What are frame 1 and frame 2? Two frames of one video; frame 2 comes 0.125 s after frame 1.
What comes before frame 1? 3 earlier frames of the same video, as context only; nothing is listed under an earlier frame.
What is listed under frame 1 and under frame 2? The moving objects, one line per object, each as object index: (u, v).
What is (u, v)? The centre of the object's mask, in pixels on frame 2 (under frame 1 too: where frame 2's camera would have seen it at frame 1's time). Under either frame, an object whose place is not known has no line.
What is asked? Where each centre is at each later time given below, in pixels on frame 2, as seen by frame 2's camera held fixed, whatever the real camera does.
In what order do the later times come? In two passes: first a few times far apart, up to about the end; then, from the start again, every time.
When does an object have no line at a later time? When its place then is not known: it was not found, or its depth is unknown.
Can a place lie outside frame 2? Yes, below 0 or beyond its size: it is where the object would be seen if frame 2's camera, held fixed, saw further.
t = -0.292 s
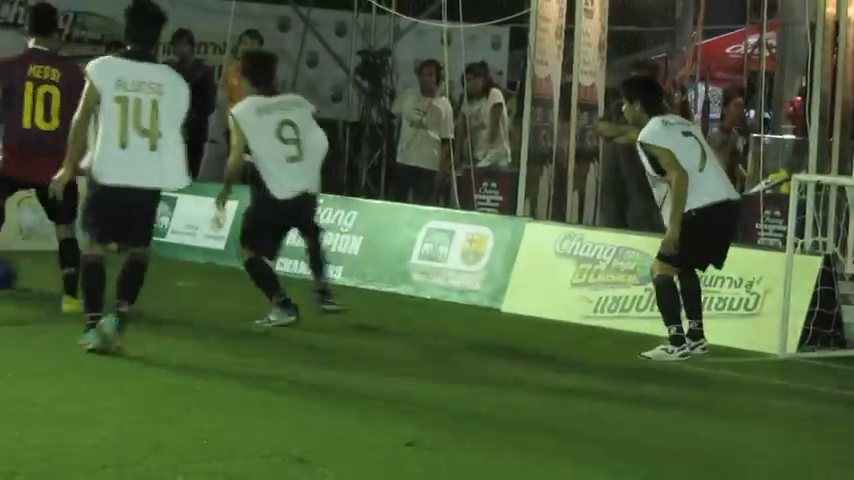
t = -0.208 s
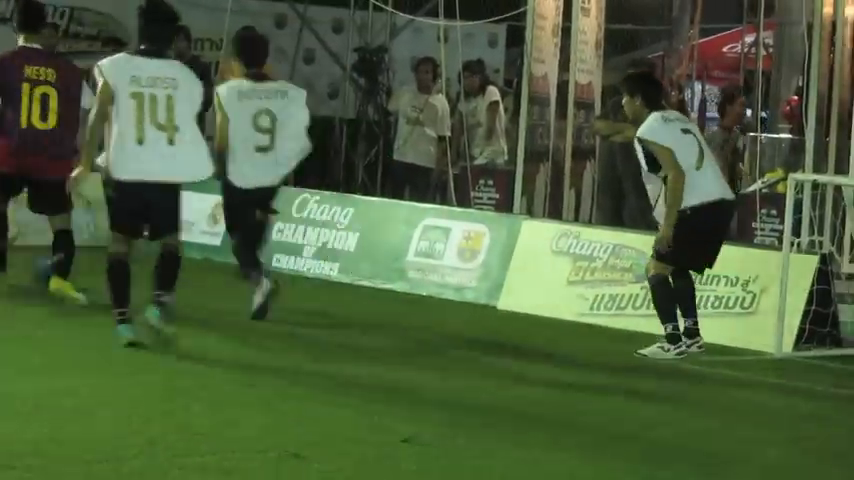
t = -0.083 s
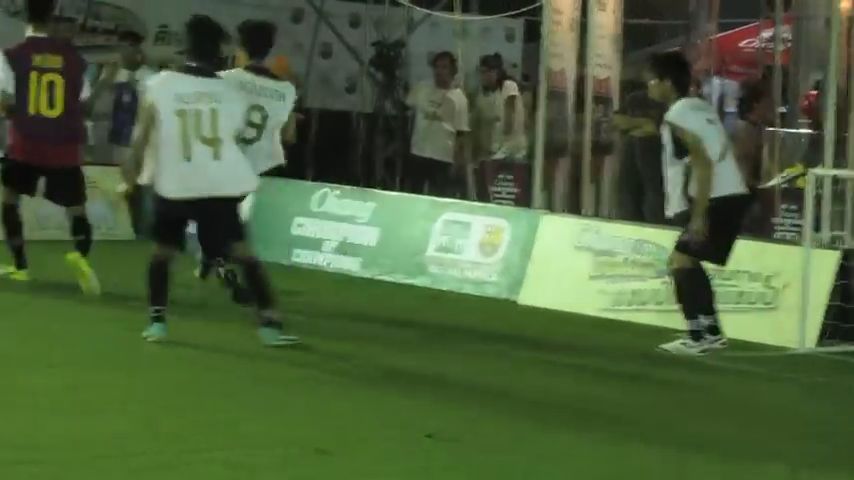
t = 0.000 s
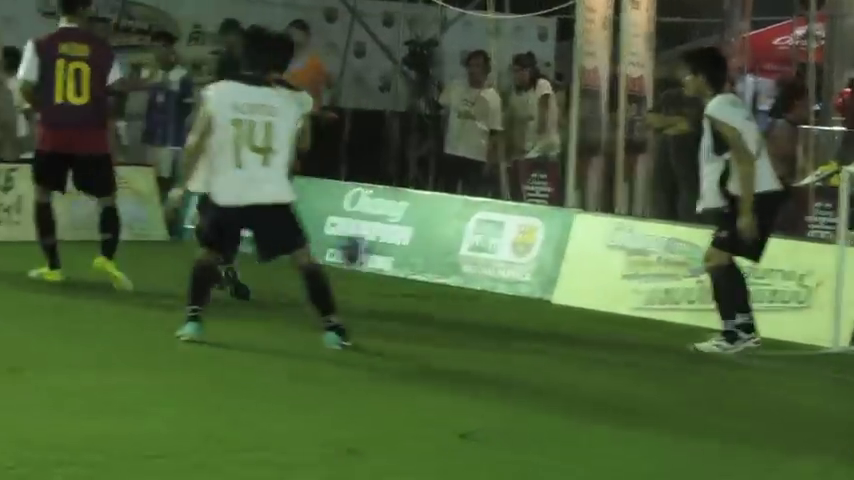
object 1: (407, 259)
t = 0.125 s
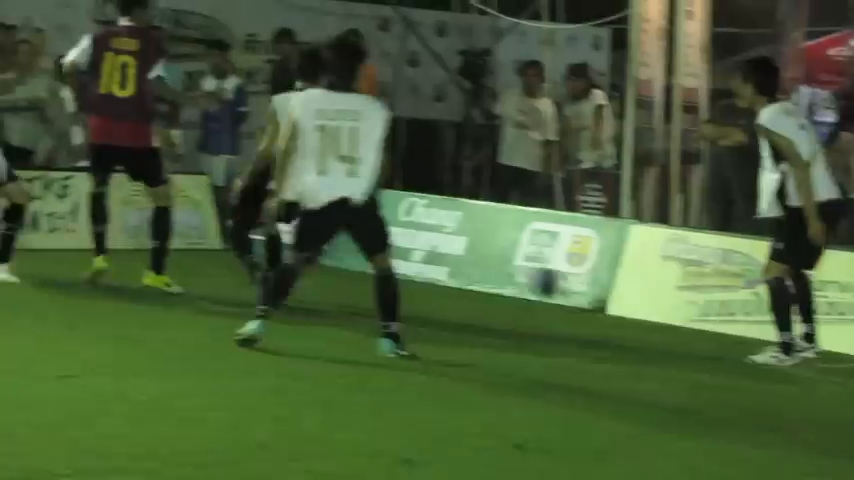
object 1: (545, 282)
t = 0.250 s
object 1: (546, 281)
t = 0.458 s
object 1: (486, 290)
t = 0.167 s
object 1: (573, 289)
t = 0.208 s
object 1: (560, 284)
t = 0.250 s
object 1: (546, 281)
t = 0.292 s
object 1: (533, 280)
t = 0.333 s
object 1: (518, 283)
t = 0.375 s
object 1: (504, 289)
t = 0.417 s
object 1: (493, 292)
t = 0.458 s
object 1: (486, 290)
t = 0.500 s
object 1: (481, 290)
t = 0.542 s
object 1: (475, 292)
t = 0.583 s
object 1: (469, 293)
